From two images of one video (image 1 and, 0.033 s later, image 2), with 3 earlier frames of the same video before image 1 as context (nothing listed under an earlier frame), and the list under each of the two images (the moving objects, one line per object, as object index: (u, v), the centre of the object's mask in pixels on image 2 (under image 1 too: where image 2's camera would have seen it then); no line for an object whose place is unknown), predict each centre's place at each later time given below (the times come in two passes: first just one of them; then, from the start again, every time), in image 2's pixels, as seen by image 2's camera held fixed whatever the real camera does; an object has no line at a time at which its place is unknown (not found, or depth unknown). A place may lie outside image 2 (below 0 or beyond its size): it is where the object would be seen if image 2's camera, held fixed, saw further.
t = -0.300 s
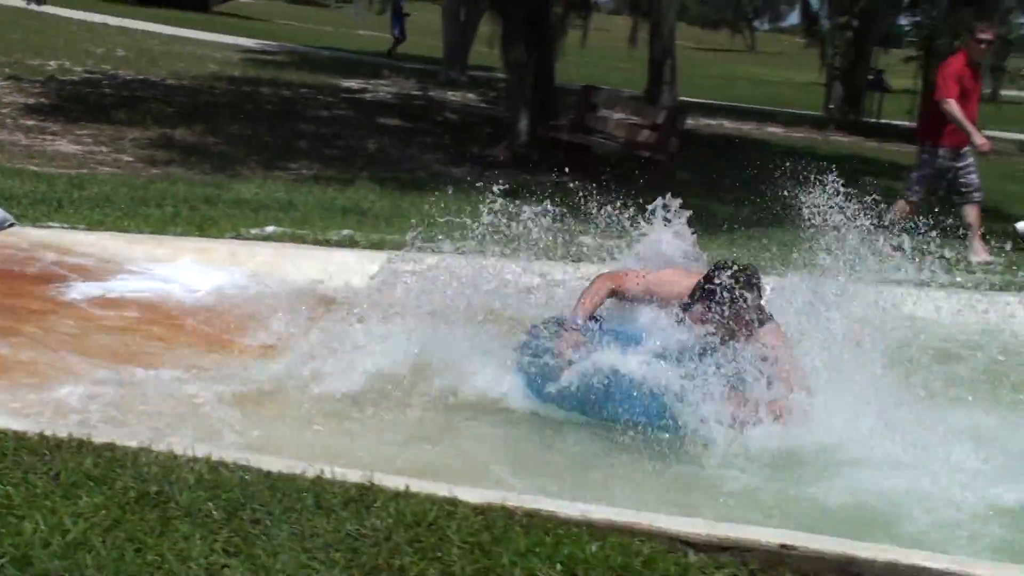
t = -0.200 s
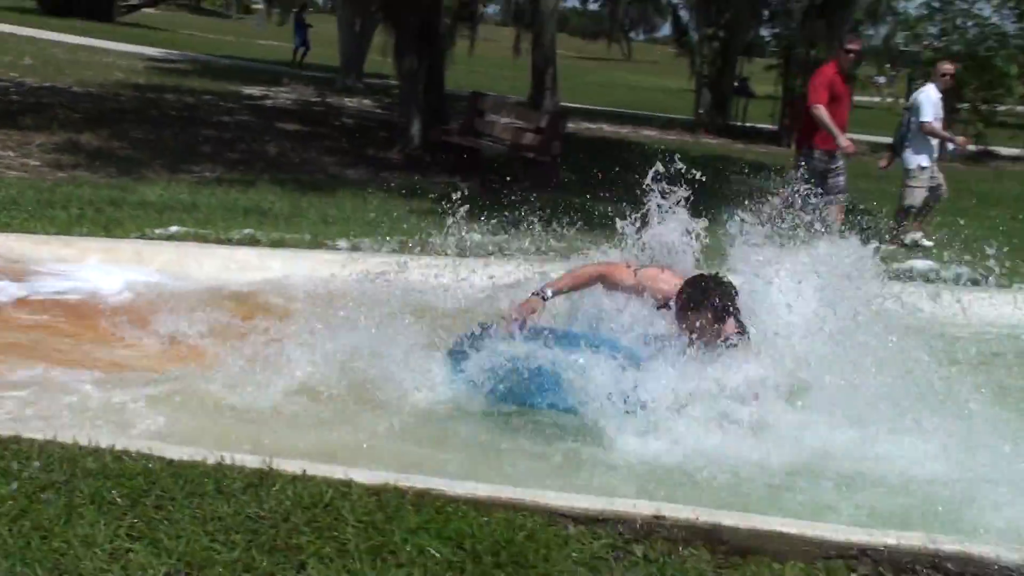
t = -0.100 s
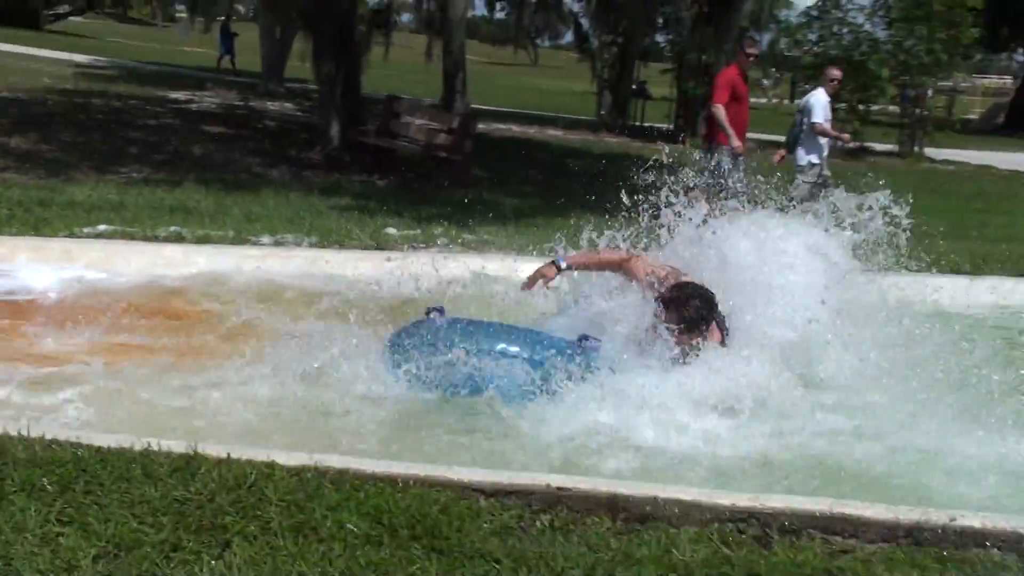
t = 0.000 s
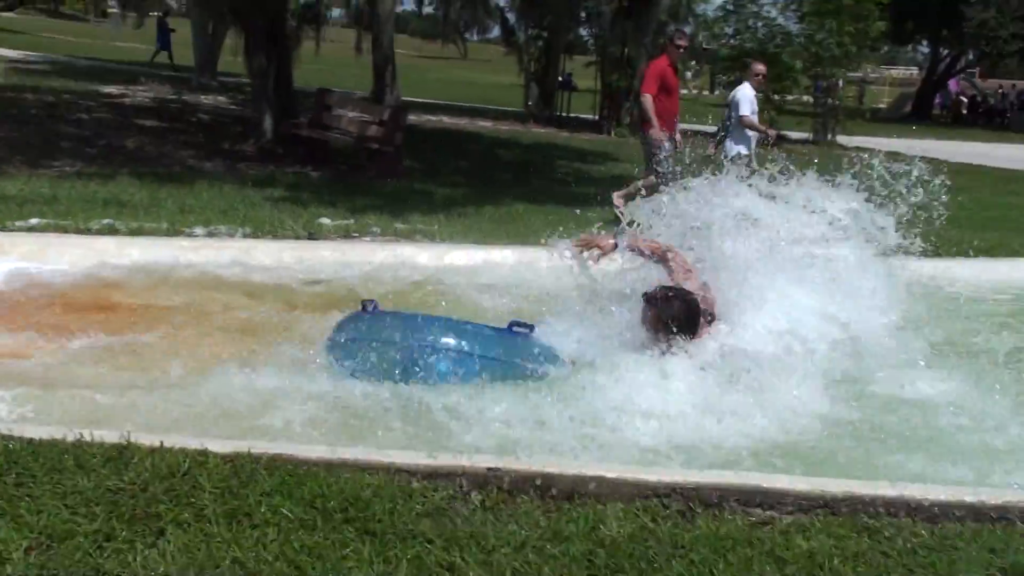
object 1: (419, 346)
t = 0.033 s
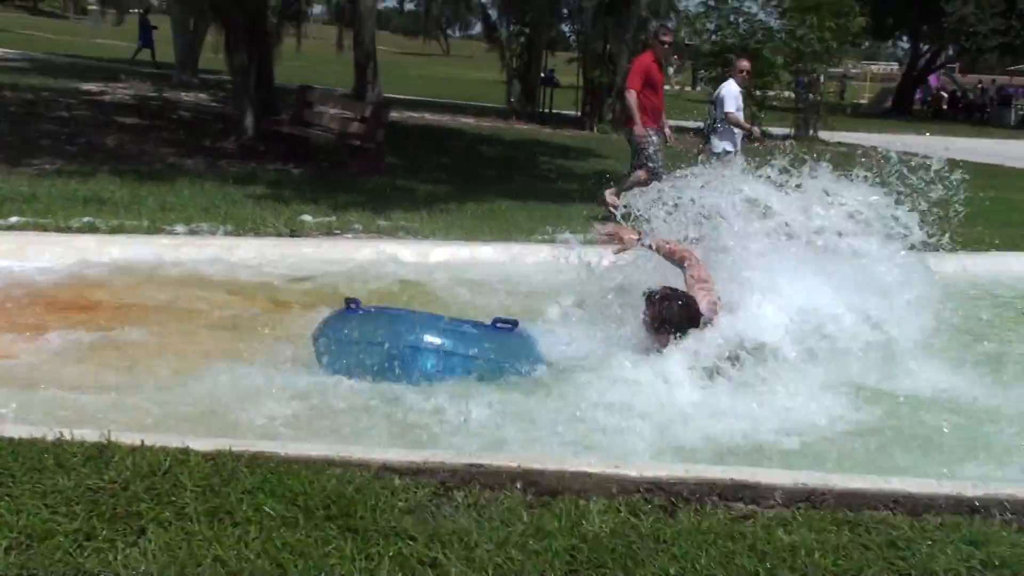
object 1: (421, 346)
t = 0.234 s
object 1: (468, 333)
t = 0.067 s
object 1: (426, 345)
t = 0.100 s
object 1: (435, 342)
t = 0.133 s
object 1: (445, 339)
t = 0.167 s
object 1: (453, 337)
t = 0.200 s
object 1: (461, 335)
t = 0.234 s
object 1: (468, 333)
